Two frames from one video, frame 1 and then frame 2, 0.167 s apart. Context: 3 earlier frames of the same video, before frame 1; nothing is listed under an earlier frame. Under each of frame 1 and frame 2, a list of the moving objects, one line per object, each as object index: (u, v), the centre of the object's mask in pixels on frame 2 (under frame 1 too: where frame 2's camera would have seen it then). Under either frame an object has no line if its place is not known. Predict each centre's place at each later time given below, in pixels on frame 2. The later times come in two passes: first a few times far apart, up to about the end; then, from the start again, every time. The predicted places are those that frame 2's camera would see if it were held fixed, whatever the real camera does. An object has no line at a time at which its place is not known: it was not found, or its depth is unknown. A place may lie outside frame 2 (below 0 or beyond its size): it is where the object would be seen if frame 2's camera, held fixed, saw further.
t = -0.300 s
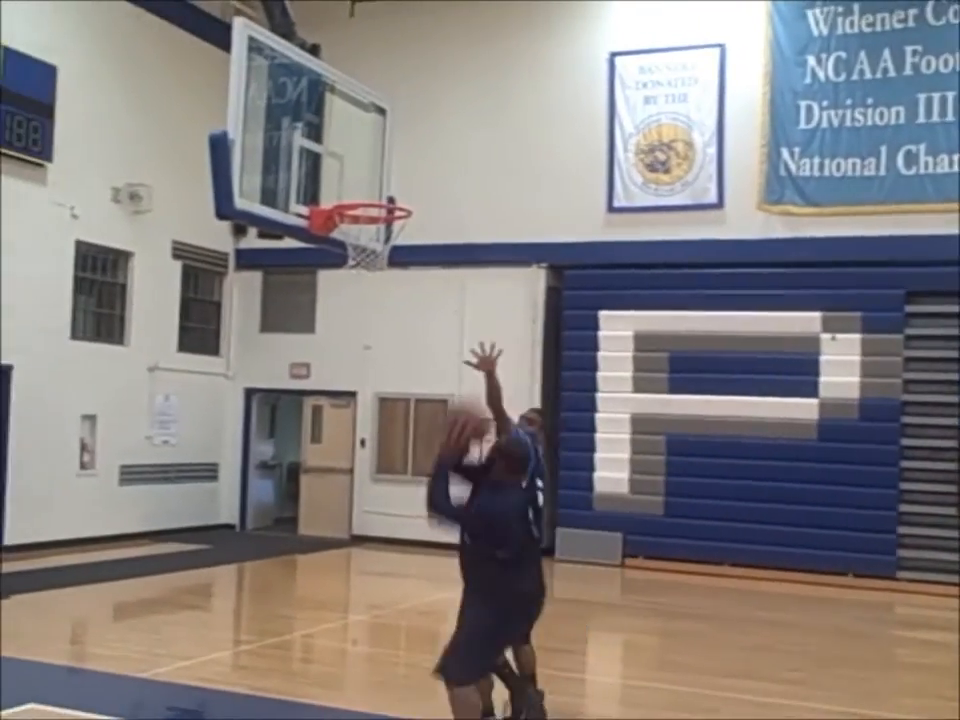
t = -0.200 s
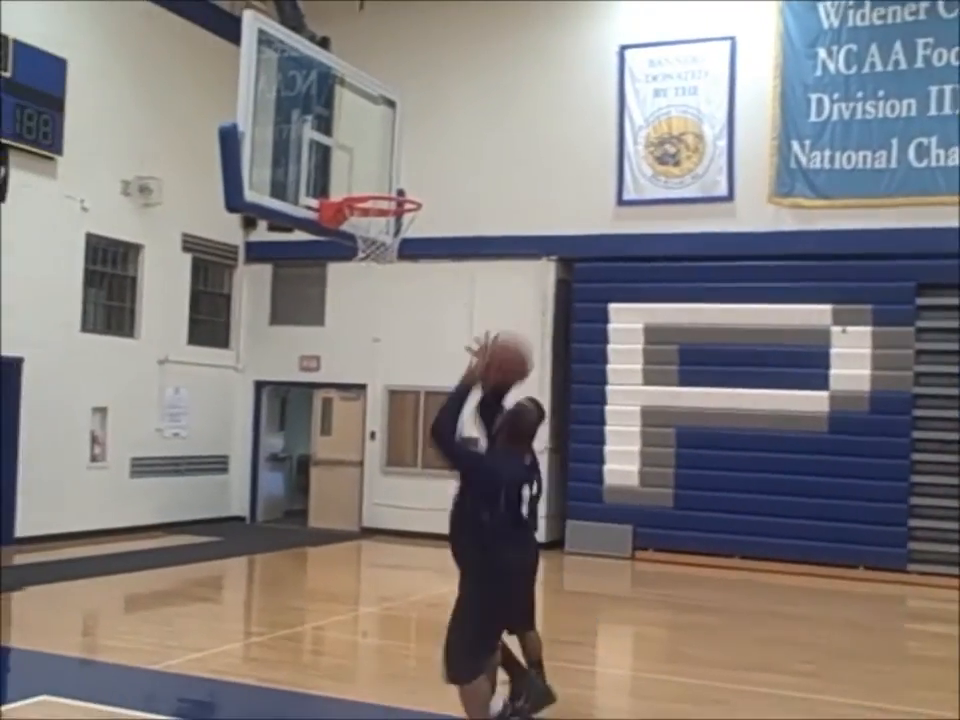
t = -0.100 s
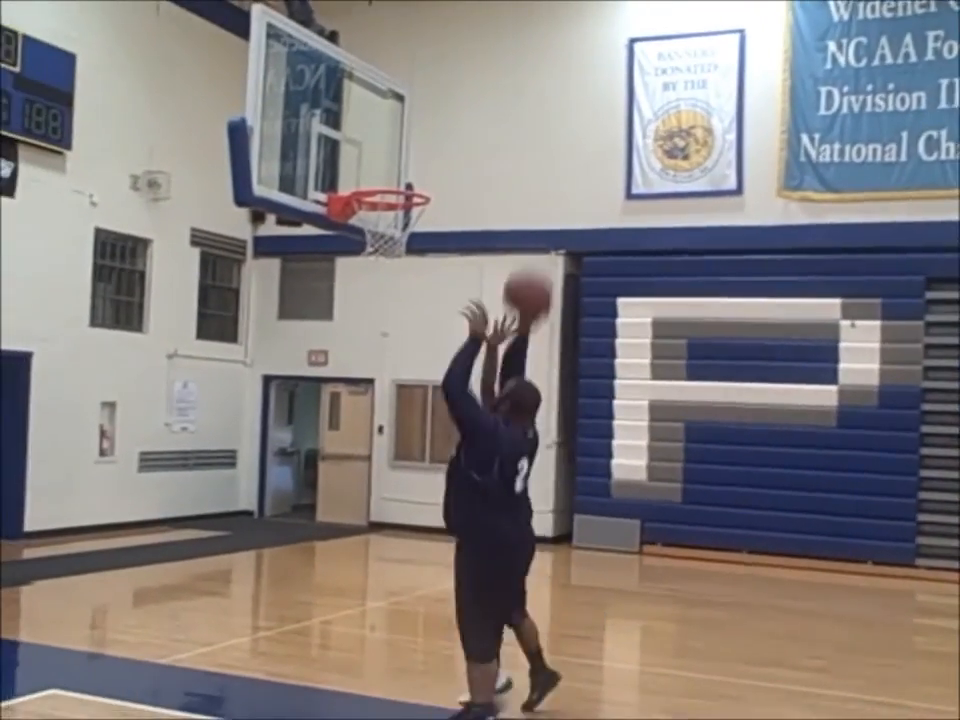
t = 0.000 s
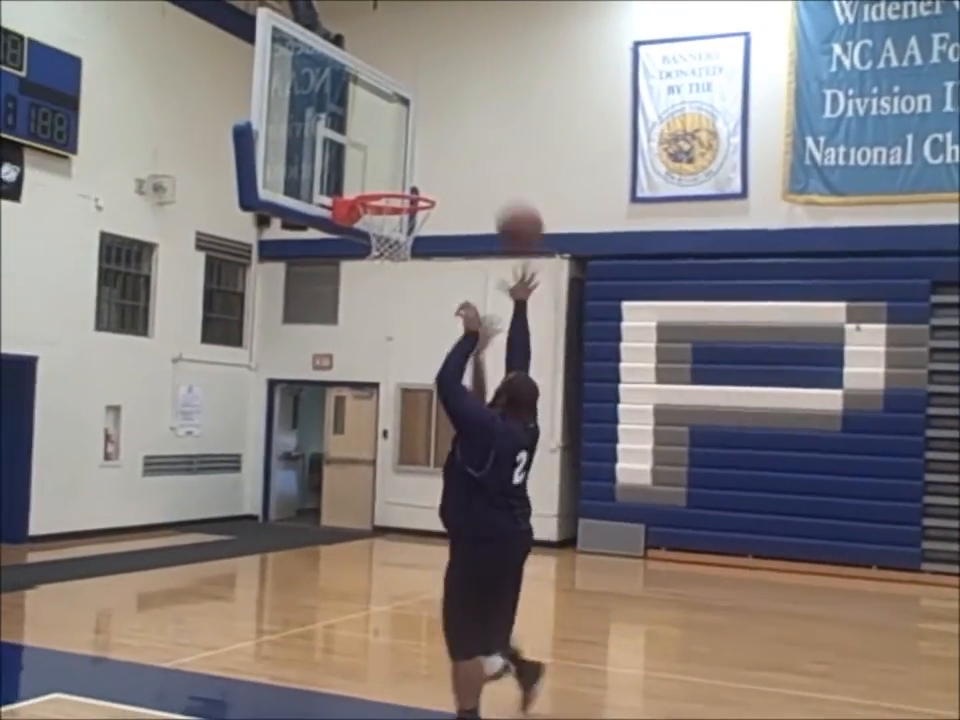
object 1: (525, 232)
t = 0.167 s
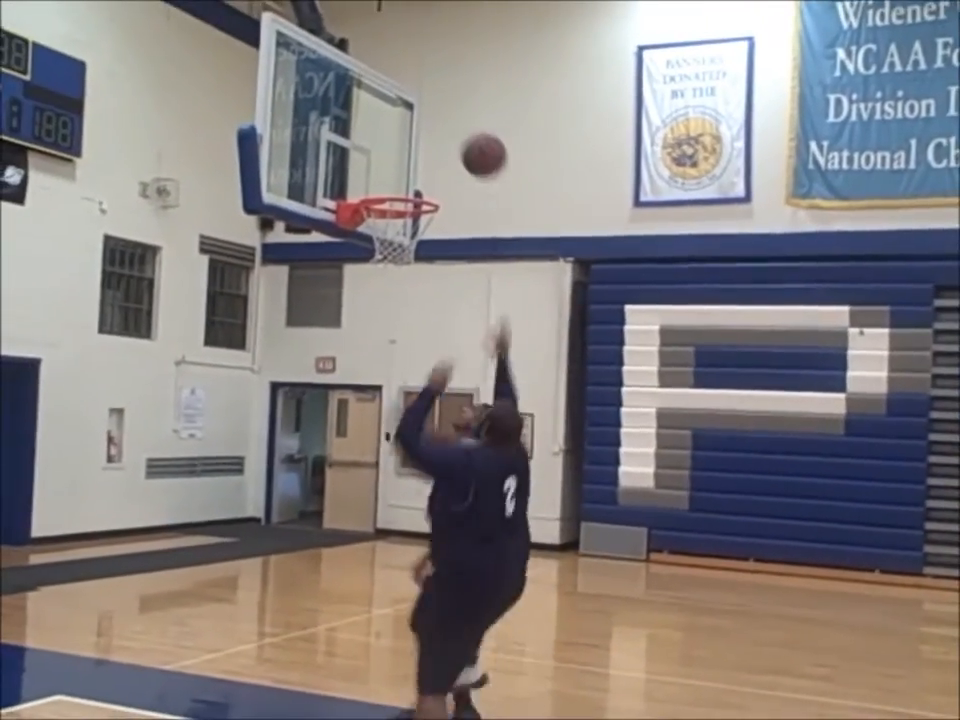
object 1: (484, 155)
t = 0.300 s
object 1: (452, 134)
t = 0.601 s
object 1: (390, 174)
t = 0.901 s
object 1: (370, 183)
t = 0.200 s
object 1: (476, 146)
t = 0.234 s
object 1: (468, 140)
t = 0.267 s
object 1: (461, 136)
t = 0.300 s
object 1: (452, 134)
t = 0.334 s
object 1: (445, 133)
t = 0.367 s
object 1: (437, 135)
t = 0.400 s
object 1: (429, 139)
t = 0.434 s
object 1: (422, 143)
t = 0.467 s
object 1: (414, 149)
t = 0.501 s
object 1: (406, 158)
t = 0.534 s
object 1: (399, 168)
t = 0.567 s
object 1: (392, 179)
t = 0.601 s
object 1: (390, 174)
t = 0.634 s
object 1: (388, 168)
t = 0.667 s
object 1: (386, 163)
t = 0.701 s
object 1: (384, 161)
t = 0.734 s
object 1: (383, 160)
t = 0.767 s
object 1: (380, 161)
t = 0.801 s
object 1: (378, 163)
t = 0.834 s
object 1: (375, 169)
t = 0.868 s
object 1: (373, 176)
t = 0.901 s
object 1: (370, 183)
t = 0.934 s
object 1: (367, 195)
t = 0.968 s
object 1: (365, 208)
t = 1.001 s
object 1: (360, 225)
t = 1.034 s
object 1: (358, 243)
